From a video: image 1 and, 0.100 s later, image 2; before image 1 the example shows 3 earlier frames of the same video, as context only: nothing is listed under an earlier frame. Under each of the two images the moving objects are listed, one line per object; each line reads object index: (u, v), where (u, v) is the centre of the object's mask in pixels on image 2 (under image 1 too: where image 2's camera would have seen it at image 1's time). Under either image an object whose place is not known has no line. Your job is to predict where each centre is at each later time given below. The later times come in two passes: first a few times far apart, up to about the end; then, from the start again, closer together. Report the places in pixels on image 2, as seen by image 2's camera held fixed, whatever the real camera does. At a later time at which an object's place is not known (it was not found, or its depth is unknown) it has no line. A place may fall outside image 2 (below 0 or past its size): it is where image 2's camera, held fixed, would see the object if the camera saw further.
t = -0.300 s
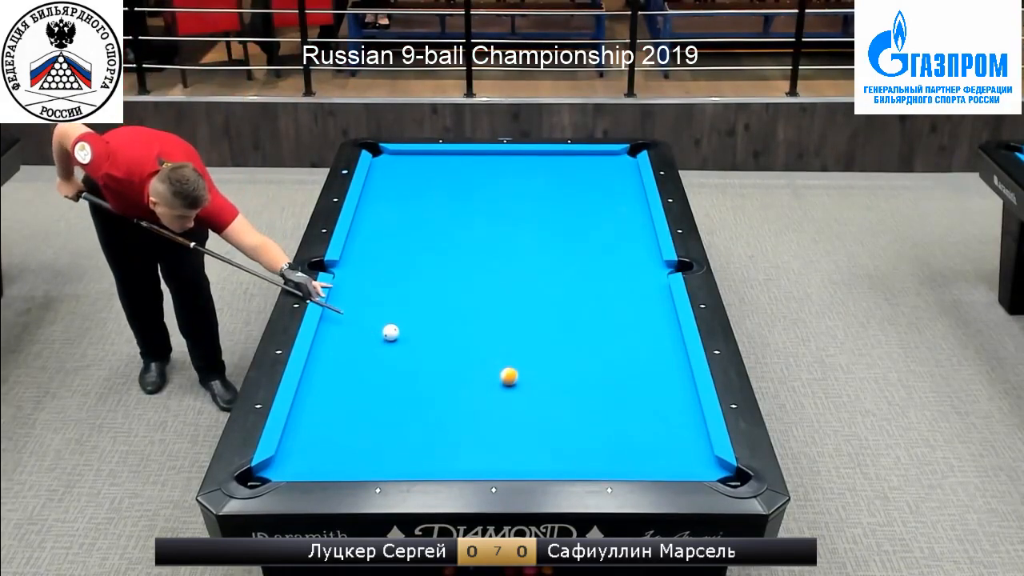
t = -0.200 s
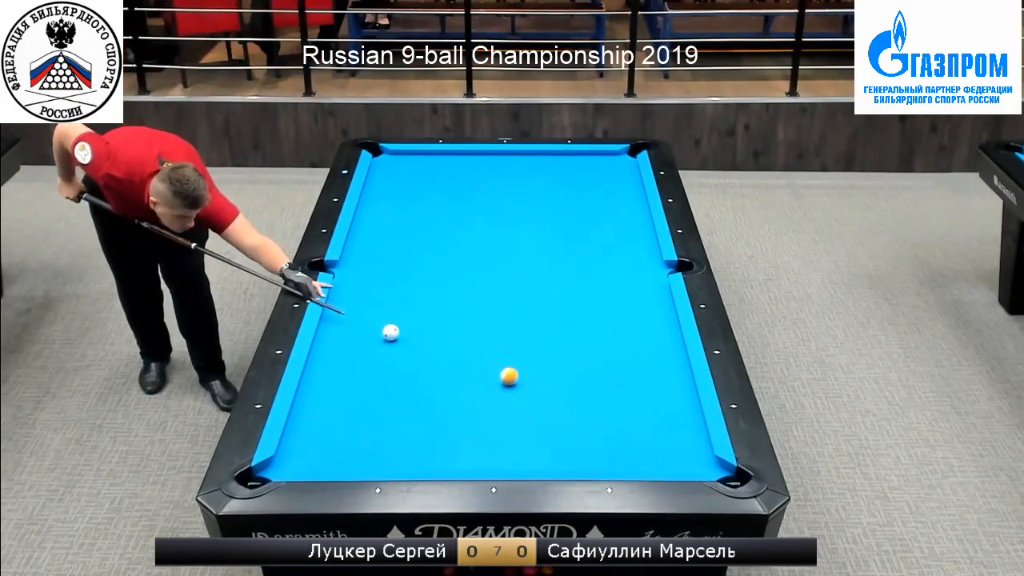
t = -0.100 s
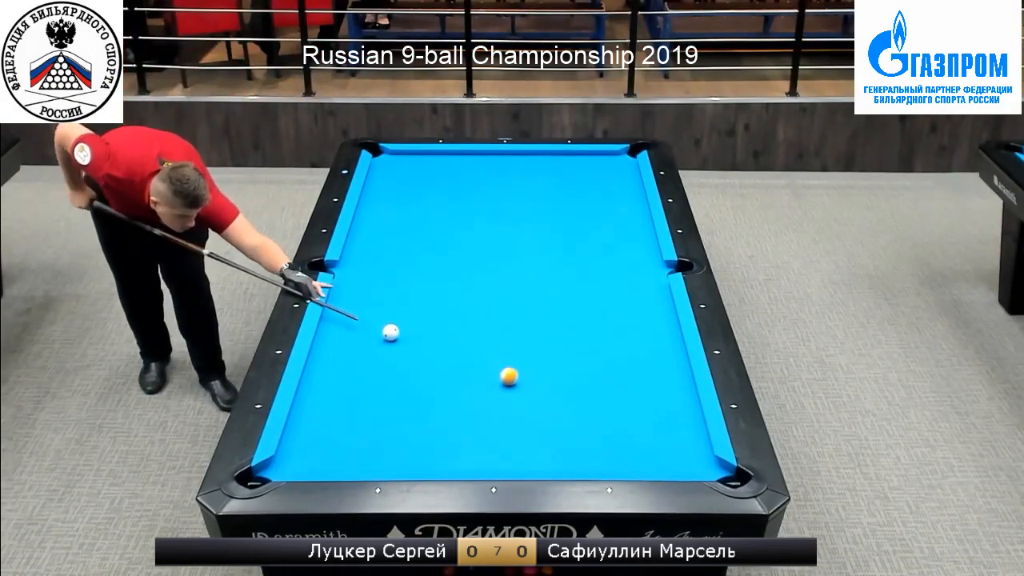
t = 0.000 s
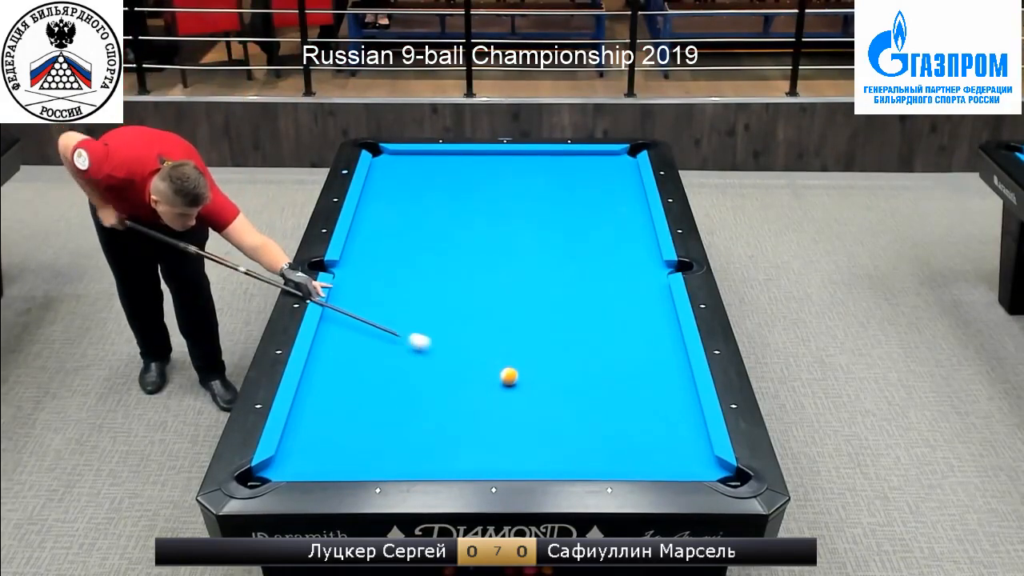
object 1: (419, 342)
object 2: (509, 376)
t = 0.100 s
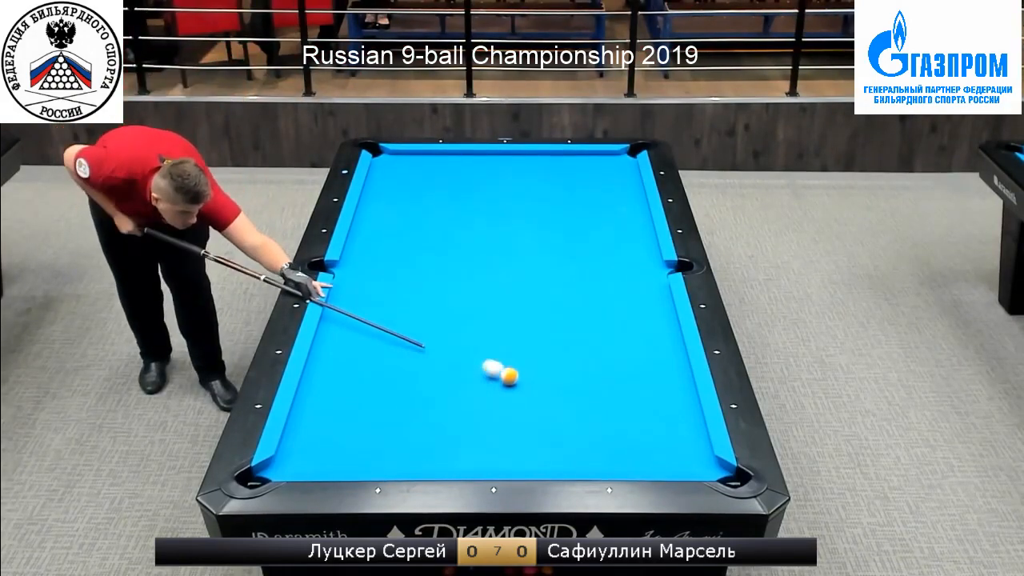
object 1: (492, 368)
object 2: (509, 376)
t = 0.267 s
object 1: (509, 368)
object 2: (617, 425)
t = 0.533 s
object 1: (531, 365)
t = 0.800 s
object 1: (550, 362)
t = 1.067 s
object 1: (568, 360)
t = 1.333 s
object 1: (584, 358)
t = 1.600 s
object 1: (599, 356)
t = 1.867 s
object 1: (612, 354)
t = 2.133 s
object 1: (624, 353)
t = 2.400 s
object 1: (633, 351)
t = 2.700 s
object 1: (642, 350)
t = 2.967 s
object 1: (649, 350)
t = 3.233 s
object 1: (653, 349)
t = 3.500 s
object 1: (657, 348)
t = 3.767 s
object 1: (658, 348)
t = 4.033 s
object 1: (658, 348)
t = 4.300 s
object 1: (658, 348)
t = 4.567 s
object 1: (658, 348)
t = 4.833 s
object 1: (658, 348)
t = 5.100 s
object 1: (658, 348)
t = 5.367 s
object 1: (658, 348)
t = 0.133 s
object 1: (498, 370)
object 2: (528, 385)
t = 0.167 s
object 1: (501, 369)
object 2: (550, 394)
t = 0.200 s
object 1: (503, 369)
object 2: (572, 405)
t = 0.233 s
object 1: (506, 368)
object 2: (595, 415)
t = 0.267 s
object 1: (509, 368)
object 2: (617, 425)
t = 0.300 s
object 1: (512, 367)
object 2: (639, 435)
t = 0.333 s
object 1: (515, 367)
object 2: (662, 445)
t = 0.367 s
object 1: (517, 366)
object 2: (683, 455)
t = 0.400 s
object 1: (520, 366)
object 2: (704, 464)
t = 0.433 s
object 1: (523, 366)
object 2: (727, 474)
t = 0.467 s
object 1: (525, 365)
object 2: (741, 481)
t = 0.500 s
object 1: (528, 365)
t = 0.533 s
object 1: (531, 365)
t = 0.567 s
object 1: (533, 364)
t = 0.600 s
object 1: (535, 364)
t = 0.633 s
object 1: (538, 364)
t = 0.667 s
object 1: (541, 364)
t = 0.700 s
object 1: (543, 363)
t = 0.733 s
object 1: (546, 363)
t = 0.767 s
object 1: (548, 363)
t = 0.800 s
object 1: (550, 362)
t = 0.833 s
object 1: (553, 362)
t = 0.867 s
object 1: (555, 362)
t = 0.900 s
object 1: (557, 361)
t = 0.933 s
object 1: (560, 361)
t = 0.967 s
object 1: (562, 361)
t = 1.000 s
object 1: (564, 360)
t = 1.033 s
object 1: (566, 360)
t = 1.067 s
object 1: (568, 360)
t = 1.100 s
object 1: (570, 360)
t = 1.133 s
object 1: (572, 360)
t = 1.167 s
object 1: (574, 359)
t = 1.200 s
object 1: (576, 359)
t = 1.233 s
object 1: (579, 359)
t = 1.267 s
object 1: (580, 358)
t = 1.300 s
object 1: (582, 358)
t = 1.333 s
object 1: (584, 358)
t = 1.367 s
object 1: (587, 357)
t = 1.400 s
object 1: (588, 357)
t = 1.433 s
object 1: (590, 357)
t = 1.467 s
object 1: (592, 357)
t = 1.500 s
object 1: (594, 357)
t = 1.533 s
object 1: (596, 356)
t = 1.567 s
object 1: (597, 356)
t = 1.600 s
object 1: (599, 356)
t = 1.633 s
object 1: (601, 356)
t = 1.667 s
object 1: (603, 355)
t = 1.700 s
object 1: (604, 355)
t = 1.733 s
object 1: (606, 355)
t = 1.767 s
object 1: (607, 355)
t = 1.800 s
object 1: (609, 355)
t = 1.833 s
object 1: (611, 354)
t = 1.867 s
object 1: (612, 354)
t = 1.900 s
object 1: (614, 354)
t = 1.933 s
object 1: (615, 354)
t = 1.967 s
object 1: (616, 354)
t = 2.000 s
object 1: (618, 353)
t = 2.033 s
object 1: (619, 353)
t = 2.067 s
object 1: (621, 353)
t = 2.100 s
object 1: (622, 353)
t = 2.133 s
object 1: (624, 353)
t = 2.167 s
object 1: (625, 352)
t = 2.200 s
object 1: (626, 352)
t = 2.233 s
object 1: (627, 352)
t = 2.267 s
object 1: (629, 352)
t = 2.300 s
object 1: (630, 352)
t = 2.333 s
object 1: (631, 351)
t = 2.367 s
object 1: (632, 351)
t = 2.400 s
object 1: (633, 351)
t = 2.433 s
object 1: (634, 351)
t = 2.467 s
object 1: (636, 351)
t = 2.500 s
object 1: (637, 351)
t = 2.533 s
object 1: (638, 351)
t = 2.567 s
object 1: (639, 351)
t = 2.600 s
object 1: (640, 351)
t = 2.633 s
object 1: (641, 351)
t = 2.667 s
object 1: (642, 351)
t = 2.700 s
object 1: (642, 350)
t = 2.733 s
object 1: (643, 350)
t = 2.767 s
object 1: (644, 350)
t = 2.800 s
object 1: (645, 350)
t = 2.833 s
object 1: (646, 350)
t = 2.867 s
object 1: (647, 350)
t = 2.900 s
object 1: (647, 350)
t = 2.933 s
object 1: (648, 350)
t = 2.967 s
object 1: (649, 350)
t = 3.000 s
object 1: (650, 350)
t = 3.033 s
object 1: (650, 350)
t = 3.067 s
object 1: (651, 350)
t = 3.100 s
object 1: (652, 350)
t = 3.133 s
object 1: (652, 349)
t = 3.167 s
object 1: (653, 349)
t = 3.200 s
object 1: (653, 349)
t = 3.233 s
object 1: (653, 349)
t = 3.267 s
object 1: (654, 349)
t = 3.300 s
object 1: (654, 349)
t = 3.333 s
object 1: (655, 349)
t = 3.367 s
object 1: (655, 349)
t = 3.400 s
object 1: (656, 348)
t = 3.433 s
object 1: (656, 349)
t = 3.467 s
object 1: (656, 348)
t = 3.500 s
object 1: (657, 348)
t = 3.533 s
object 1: (657, 348)
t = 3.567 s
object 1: (657, 348)
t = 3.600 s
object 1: (657, 348)
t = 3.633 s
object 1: (657, 348)
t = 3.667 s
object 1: (658, 348)
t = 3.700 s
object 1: (658, 348)
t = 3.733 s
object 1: (658, 348)
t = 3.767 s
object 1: (658, 348)
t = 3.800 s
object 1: (658, 348)
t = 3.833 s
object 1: (658, 348)
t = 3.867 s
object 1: (658, 348)
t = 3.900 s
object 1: (658, 348)
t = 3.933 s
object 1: (658, 348)
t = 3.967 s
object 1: (658, 348)
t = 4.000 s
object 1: (658, 348)
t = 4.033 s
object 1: (658, 348)
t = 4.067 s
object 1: (658, 348)
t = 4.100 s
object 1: (658, 348)
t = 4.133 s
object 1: (658, 348)
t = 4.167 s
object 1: (658, 348)
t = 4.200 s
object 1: (658, 348)
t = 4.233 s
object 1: (658, 348)
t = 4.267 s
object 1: (658, 348)
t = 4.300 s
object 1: (658, 348)
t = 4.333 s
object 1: (658, 348)
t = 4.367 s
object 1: (658, 348)
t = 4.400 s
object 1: (658, 348)
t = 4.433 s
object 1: (658, 348)
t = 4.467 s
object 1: (658, 348)
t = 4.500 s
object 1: (658, 348)
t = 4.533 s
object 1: (658, 348)
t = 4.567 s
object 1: (658, 348)
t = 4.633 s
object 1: (658, 348)
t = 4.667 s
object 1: (658, 348)
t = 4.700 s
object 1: (658, 348)
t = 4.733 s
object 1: (658, 348)
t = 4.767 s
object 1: (658, 348)
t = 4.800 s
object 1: (658, 348)
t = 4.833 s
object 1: (658, 348)
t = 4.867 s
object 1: (658, 348)
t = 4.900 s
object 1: (658, 348)
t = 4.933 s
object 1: (658, 348)
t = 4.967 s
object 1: (658, 348)
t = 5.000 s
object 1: (658, 348)
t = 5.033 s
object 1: (658, 348)
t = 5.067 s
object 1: (658, 348)
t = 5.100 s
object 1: (658, 348)
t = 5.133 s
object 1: (658, 348)
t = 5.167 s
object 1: (658, 348)
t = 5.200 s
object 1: (658, 348)
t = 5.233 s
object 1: (658, 348)
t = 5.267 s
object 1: (658, 348)
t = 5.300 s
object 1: (658, 348)
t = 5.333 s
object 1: (658, 348)
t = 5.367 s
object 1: (658, 348)
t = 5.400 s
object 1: (658, 348)
